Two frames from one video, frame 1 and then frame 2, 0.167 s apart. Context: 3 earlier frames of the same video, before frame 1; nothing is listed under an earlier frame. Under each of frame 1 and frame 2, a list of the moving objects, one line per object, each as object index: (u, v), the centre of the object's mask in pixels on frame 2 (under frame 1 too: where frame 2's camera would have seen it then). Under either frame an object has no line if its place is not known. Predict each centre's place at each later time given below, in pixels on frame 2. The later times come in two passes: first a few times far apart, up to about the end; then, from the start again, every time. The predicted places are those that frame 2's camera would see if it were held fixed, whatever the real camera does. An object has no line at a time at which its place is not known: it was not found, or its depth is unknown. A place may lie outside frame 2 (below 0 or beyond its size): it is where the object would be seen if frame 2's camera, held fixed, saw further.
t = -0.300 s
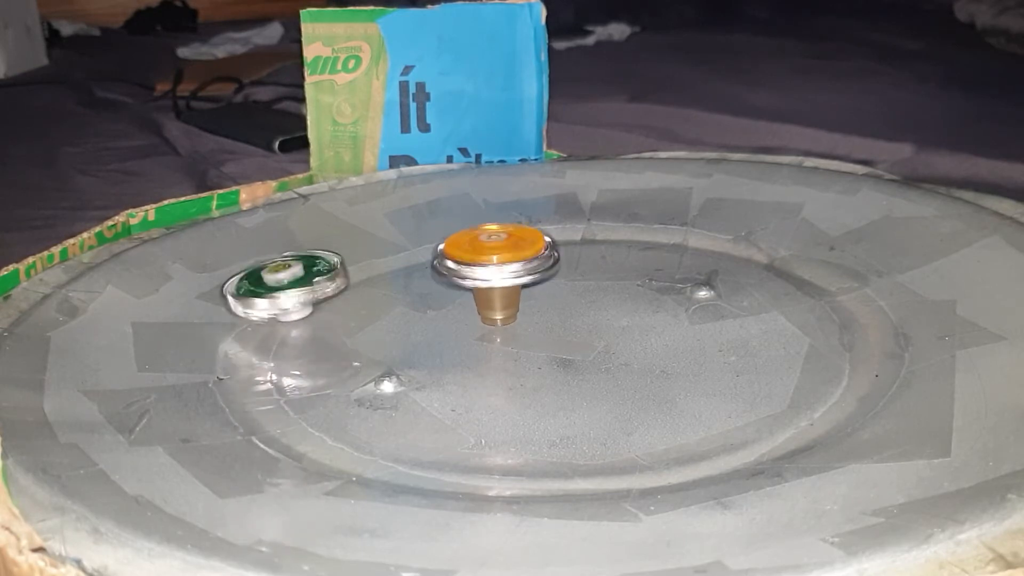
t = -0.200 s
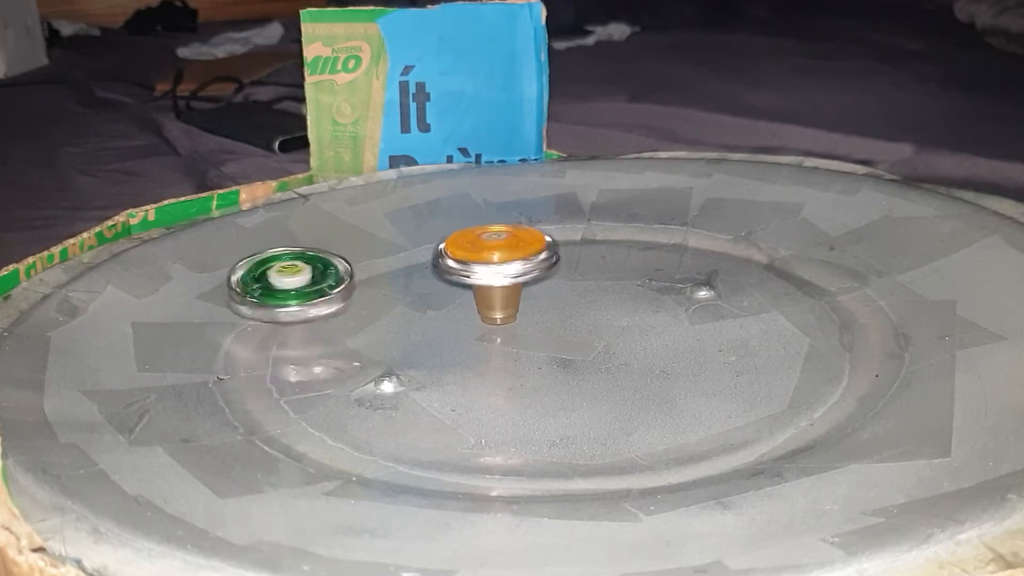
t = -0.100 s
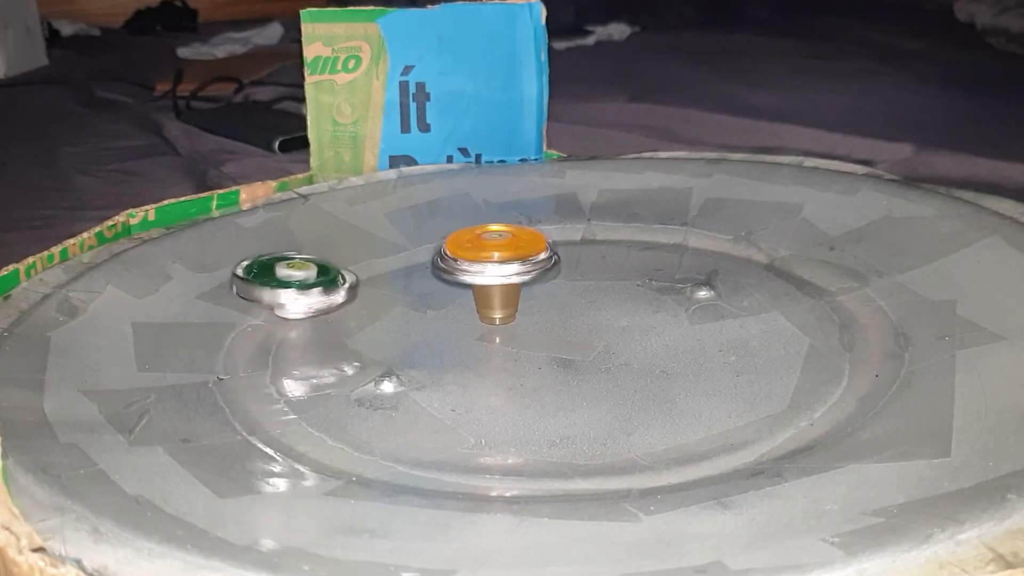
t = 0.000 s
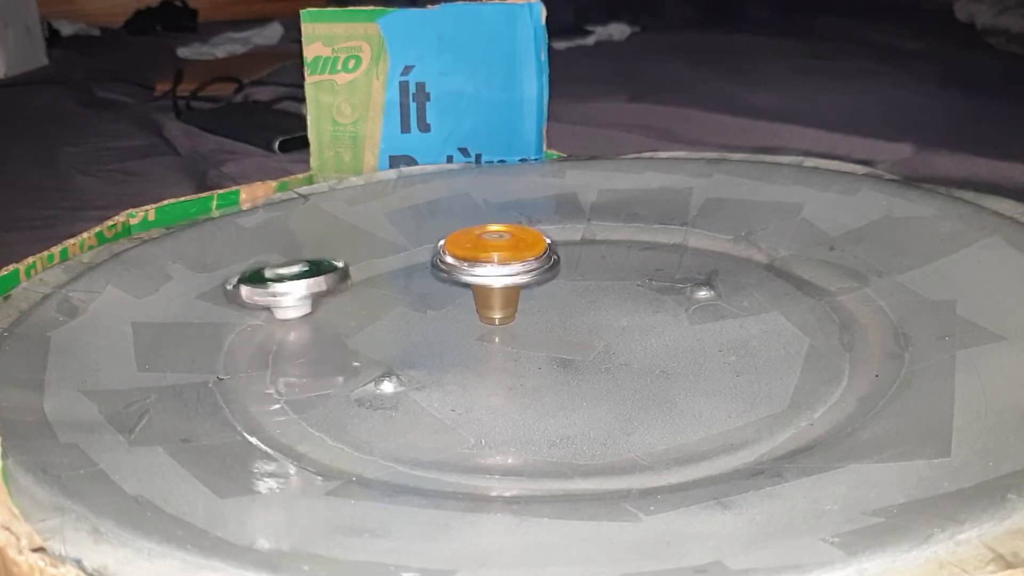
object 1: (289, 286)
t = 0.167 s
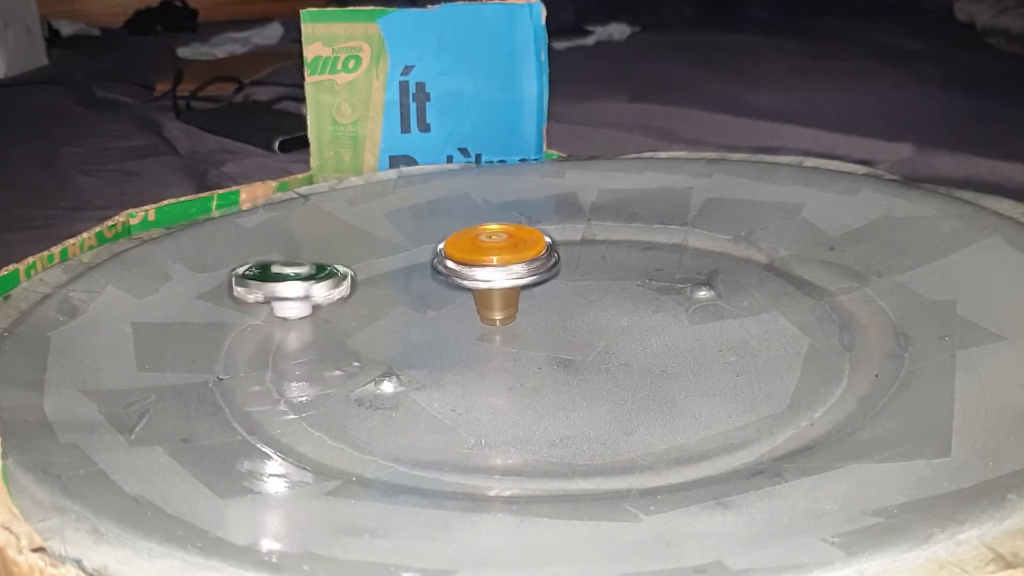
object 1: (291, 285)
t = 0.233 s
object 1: (289, 286)
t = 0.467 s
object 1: (291, 285)
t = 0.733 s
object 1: (287, 286)
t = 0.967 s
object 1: (289, 285)
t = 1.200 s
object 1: (290, 285)
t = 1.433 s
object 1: (287, 285)
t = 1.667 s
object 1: (288, 286)
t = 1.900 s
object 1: (292, 285)
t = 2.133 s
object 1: (289, 285)
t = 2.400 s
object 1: (295, 284)
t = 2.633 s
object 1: (300, 278)
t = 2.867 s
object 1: (296, 281)
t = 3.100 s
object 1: (303, 278)
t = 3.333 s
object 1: (313, 273)
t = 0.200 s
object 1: (293, 284)
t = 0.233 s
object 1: (289, 286)
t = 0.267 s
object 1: (286, 286)
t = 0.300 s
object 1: (289, 286)
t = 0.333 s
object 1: (292, 284)
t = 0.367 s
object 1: (292, 285)
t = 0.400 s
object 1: (287, 285)
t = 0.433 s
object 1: (286, 286)
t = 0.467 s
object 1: (291, 285)
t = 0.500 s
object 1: (294, 284)
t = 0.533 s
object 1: (291, 285)
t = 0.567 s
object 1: (286, 286)
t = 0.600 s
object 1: (289, 285)
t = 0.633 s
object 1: (292, 285)
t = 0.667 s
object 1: (293, 284)
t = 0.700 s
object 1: (290, 285)
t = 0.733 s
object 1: (287, 286)
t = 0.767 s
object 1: (287, 286)
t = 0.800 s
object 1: (291, 285)
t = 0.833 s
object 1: (293, 284)
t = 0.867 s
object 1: (289, 285)
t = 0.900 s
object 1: (287, 286)
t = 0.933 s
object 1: (288, 286)
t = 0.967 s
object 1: (289, 285)
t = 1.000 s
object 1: (292, 284)
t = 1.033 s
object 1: (289, 285)
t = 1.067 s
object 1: (287, 286)
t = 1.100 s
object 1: (288, 286)
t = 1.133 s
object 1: (291, 285)
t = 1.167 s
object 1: (291, 284)
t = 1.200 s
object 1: (290, 285)
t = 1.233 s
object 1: (287, 286)
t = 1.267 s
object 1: (286, 285)
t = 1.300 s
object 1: (290, 286)
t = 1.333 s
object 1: (292, 284)
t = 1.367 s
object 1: (292, 284)
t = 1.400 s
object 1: (289, 285)
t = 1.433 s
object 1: (287, 285)
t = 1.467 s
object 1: (287, 286)
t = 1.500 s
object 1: (290, 285)
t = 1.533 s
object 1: (291, 285)
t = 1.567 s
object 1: (292, 284)
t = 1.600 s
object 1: (289, 285)
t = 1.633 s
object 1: (288, 285)
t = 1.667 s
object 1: (288, 286)
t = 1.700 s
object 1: (291, 285)
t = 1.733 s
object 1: (291, 285)
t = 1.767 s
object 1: (290, 285)
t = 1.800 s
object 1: (288, 285)
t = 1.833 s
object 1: (287, 285)
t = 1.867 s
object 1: (288, 286)
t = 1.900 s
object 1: (292, 285)
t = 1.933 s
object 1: (291, 284)
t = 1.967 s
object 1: (292, 284)
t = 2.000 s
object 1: (289, 285)
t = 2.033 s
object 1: (289, 285)
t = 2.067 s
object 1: (288, 286)
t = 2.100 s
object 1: (290, 285)
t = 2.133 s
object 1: (289, 285)
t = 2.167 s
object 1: (290, 285)
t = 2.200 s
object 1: (288, 285)
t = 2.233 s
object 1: (288, 285)
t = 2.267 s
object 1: (289, 285)
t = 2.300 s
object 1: (291, 285)
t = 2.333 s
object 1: (293, 284)
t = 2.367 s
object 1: (295, 284)
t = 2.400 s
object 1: (295, 284)
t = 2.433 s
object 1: (291, 284)
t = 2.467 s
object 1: (291, 283)
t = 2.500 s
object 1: (296, 282)
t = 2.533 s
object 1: (297, 283)
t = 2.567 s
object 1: (302, 281)
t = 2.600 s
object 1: (304, 277)
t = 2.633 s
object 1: (300, 278)
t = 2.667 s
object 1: (296, 279)
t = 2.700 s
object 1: (293, 280)
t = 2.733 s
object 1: (294, 280)
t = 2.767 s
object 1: (296, 280)
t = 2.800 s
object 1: (297, 281)
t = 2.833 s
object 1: (297, 281)
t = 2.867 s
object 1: (296, 281)
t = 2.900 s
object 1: (295, 281)
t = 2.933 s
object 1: (297, 281)
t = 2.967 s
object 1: (299, 281)
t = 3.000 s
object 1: (300, 280)
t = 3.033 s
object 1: (300, 279)
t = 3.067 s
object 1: (301, 278)
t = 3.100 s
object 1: (303, 278)
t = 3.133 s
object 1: (305, 277)
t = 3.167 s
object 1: (306, 276)
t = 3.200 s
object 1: (307, 276)
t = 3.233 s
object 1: (309, 275)
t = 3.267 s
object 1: (311, 274)
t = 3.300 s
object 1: (312, 274)
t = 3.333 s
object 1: (313, 273)
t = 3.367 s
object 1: (313, 273)
